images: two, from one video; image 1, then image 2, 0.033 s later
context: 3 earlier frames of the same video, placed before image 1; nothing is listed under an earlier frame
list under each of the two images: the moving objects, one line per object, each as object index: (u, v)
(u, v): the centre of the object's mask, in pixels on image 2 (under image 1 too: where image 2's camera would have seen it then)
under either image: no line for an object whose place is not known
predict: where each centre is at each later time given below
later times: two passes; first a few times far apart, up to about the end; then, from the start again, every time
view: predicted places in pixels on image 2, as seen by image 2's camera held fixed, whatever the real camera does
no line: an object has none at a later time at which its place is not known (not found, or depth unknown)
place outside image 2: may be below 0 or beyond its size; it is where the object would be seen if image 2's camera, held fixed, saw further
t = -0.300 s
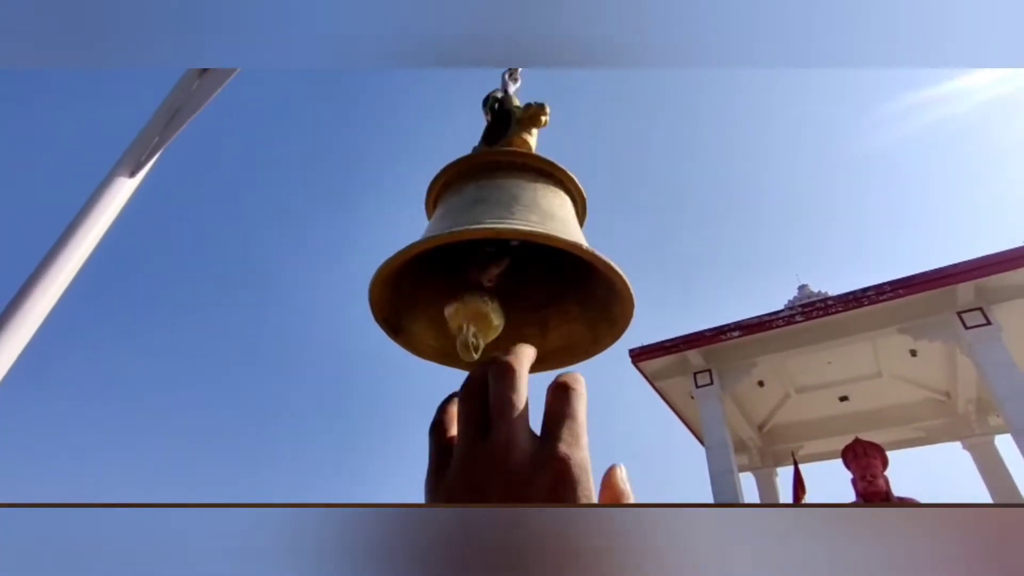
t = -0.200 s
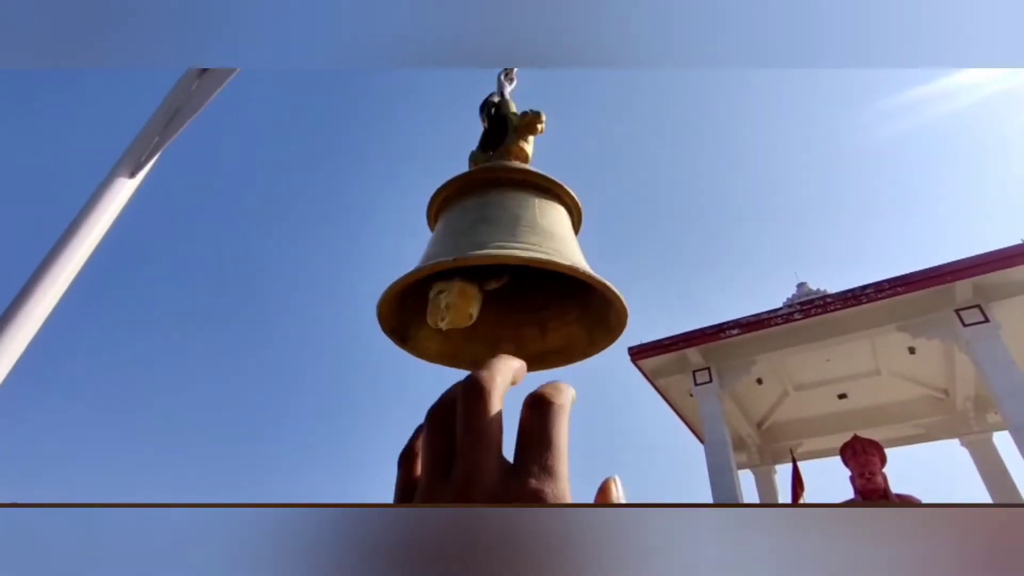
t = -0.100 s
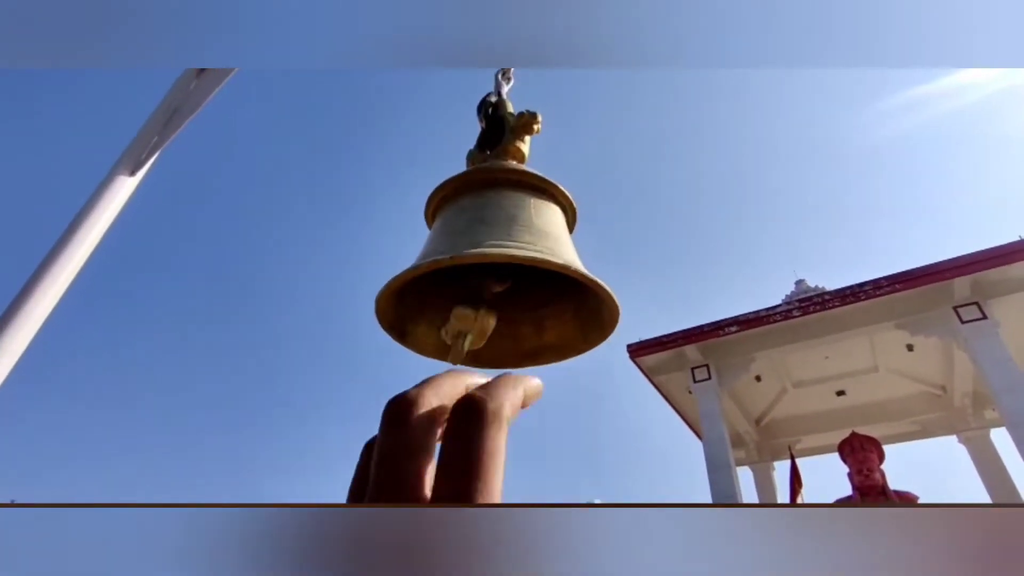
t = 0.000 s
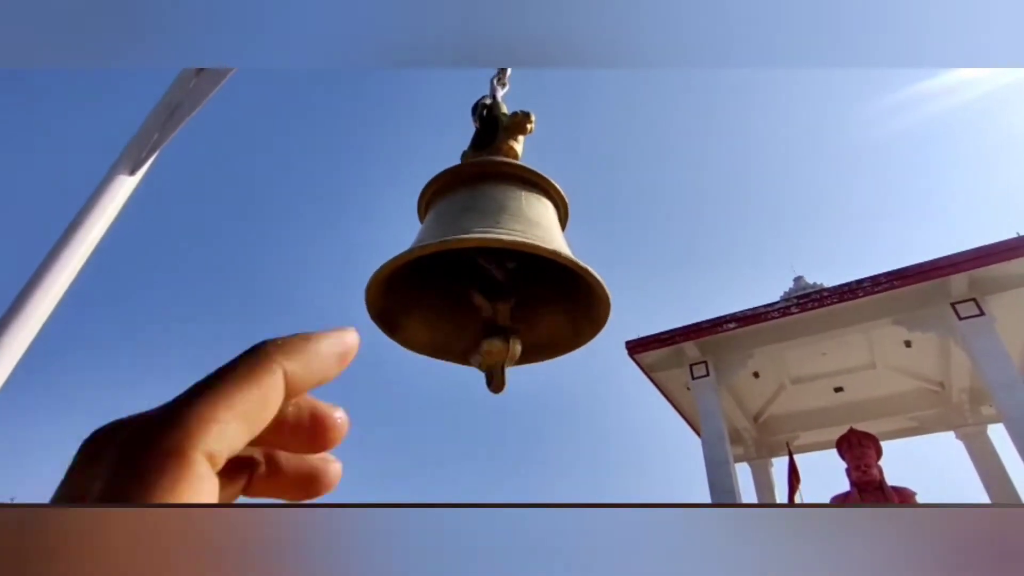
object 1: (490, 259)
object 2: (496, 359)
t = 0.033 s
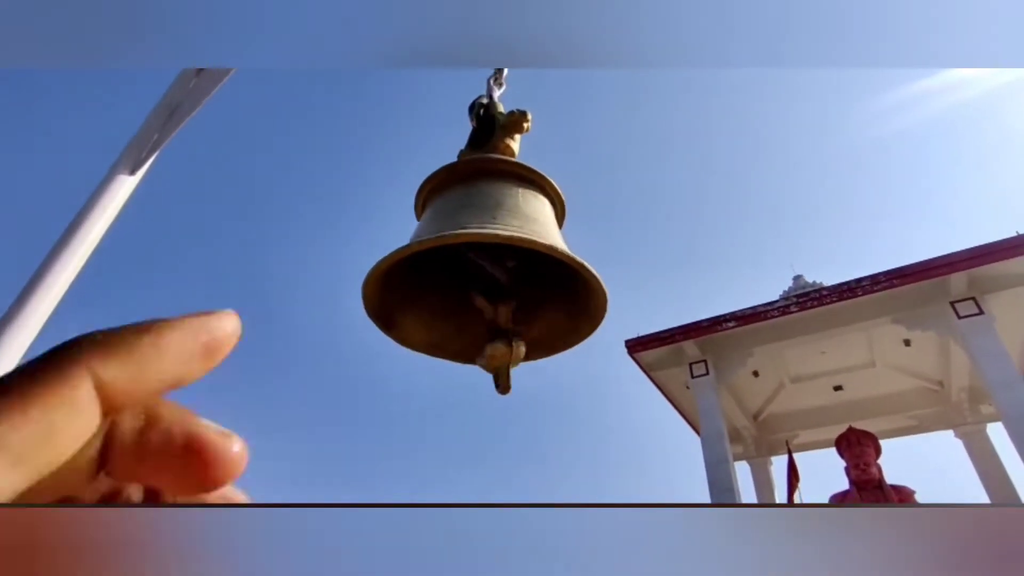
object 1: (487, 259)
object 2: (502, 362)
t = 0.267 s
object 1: (480, 233)
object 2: (470, 320)
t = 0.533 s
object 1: (479, 211)
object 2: (446, 248)
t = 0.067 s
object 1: (484, 257)
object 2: (505, 362)
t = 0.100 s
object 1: (482, 255)
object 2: (506, 360)
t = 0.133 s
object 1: (480, 252)
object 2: (503, 358)
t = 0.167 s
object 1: (480, 248)
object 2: (498, 353)
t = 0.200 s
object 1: (480, 243)
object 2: (491, 345)
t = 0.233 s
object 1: (480, 237)
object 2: (481, 333)
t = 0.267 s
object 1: (480, 233)
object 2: (470, 320)
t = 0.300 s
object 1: (479, 230)
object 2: (458, 305)
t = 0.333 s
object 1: (479, 226)
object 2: (448, 288)
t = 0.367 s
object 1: (478, 224)
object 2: (438, 272)
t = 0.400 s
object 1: (477, 221)
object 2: (432, 256)
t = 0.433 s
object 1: (476, 218)
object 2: (429, 244)
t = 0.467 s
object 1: (476, 216)
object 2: (430, 239)
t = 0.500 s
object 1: (477, 214)
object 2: (436, 241)
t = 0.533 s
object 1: (479, 211)
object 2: (446, 248)
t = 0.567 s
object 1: (482, 209)
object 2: (457, 257)
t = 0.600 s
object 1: (485, 207)
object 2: (468, 268)
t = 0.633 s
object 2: (479, 278)
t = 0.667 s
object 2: (489, 285)
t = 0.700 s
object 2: (497, 291)
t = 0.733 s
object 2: (504, 293)
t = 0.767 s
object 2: (509, 294)
